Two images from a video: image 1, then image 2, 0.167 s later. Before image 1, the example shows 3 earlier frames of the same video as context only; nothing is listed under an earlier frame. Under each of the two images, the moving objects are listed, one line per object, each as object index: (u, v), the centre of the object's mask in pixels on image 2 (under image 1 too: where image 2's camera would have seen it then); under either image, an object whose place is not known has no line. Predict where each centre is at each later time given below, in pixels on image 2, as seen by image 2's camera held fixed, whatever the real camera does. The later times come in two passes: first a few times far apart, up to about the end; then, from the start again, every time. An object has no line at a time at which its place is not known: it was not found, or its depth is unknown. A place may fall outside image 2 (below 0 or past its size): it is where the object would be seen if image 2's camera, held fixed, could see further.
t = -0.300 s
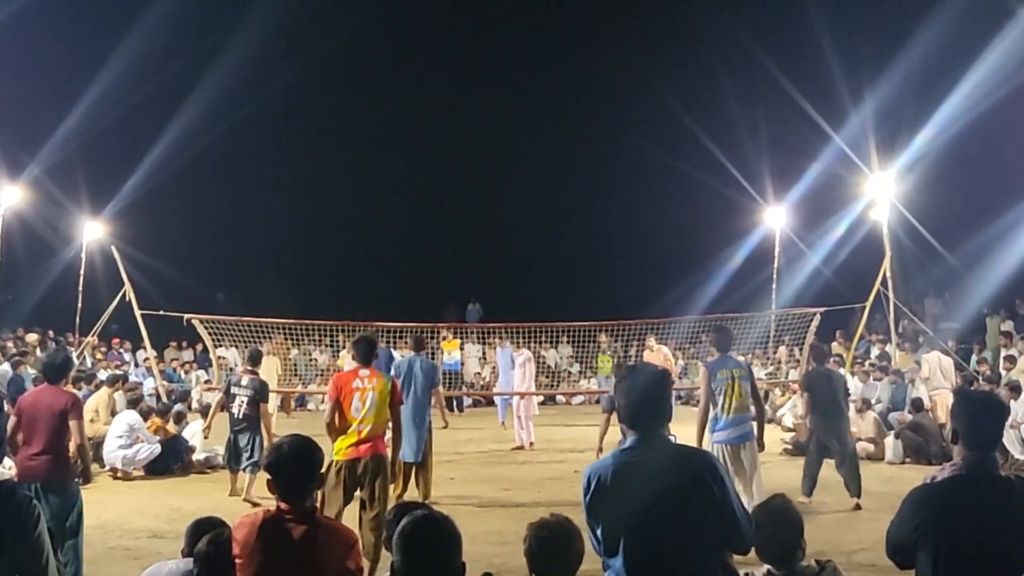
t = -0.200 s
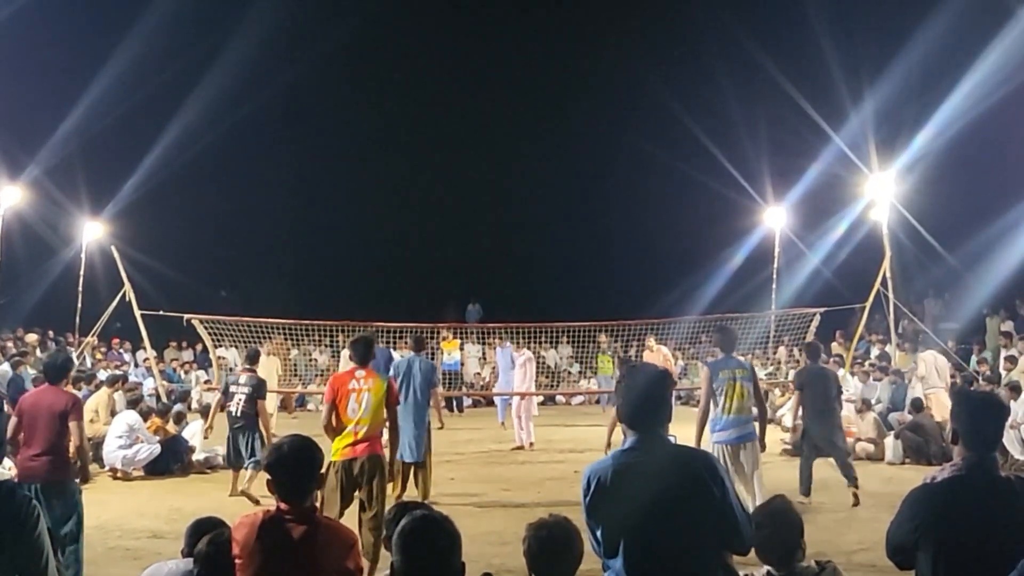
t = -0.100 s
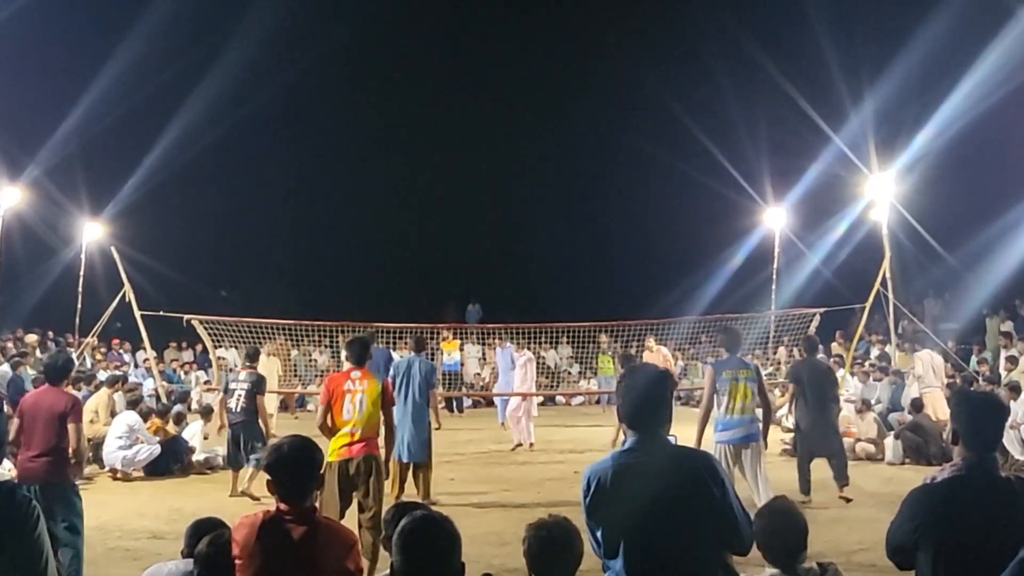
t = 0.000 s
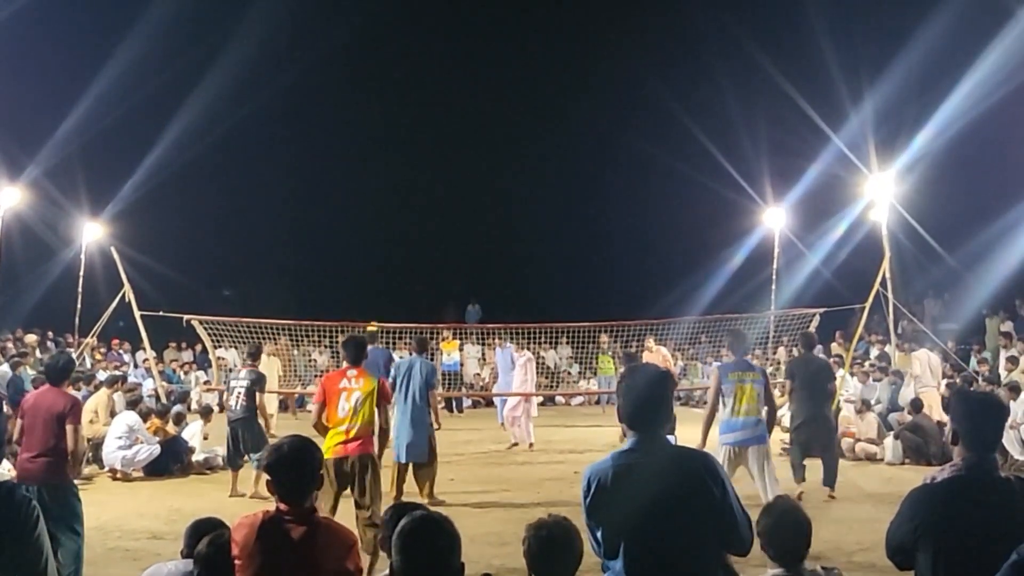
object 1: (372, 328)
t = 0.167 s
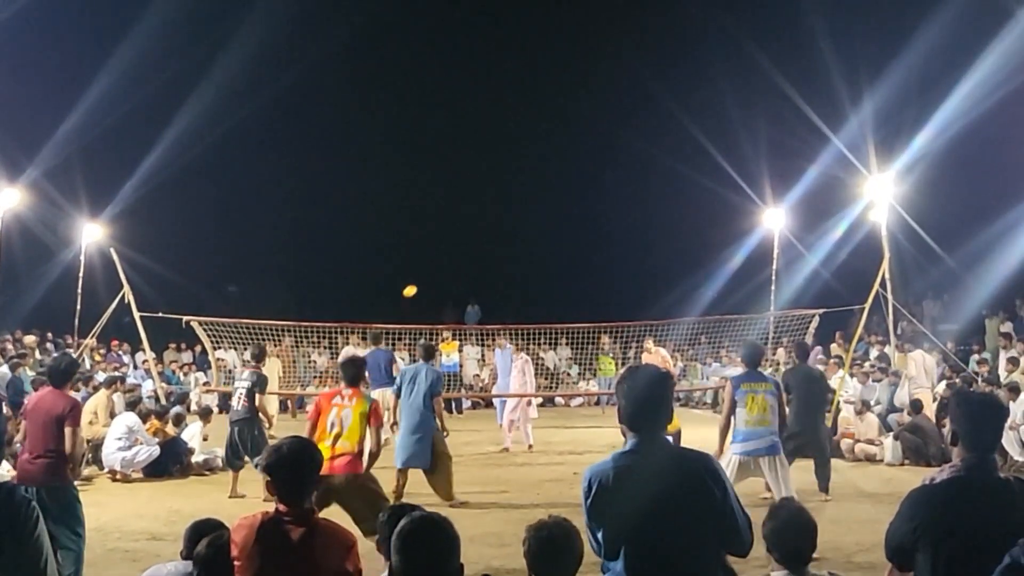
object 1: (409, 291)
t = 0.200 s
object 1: (418, 285)
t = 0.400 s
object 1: (477, 259)
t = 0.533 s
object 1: (522, 254)
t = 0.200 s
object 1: (418, 285)
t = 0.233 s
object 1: (427, 279)
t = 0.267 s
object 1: (437, 274)
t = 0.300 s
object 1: (446, 270)
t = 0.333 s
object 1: (456, 265)
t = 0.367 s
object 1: (467, 262)
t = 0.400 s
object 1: (477, 259)
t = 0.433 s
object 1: (488, 257)
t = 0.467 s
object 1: (499, 255)
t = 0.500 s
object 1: (510, 254)
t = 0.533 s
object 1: (522, 254)
